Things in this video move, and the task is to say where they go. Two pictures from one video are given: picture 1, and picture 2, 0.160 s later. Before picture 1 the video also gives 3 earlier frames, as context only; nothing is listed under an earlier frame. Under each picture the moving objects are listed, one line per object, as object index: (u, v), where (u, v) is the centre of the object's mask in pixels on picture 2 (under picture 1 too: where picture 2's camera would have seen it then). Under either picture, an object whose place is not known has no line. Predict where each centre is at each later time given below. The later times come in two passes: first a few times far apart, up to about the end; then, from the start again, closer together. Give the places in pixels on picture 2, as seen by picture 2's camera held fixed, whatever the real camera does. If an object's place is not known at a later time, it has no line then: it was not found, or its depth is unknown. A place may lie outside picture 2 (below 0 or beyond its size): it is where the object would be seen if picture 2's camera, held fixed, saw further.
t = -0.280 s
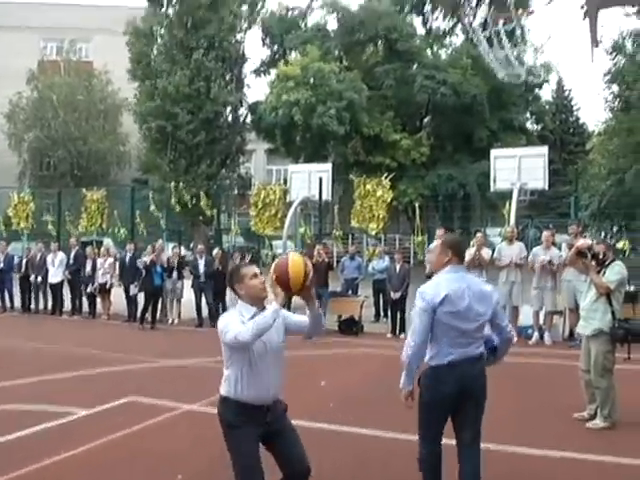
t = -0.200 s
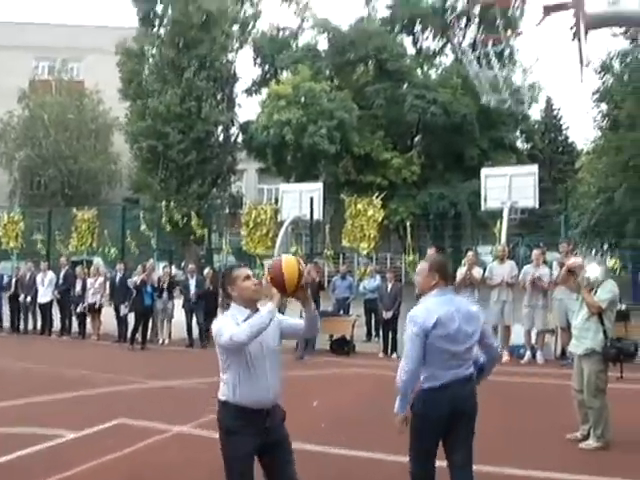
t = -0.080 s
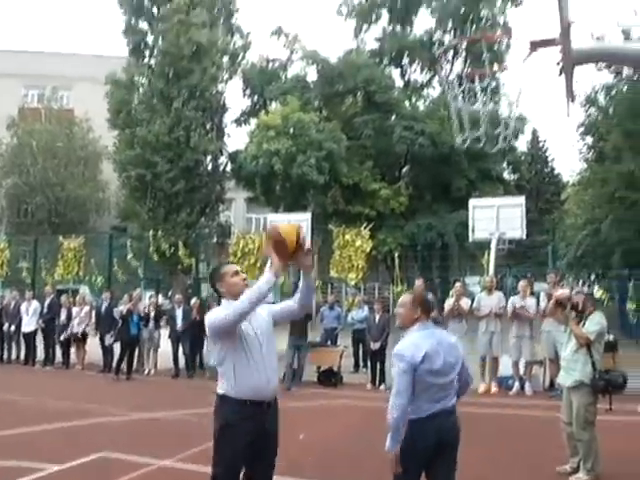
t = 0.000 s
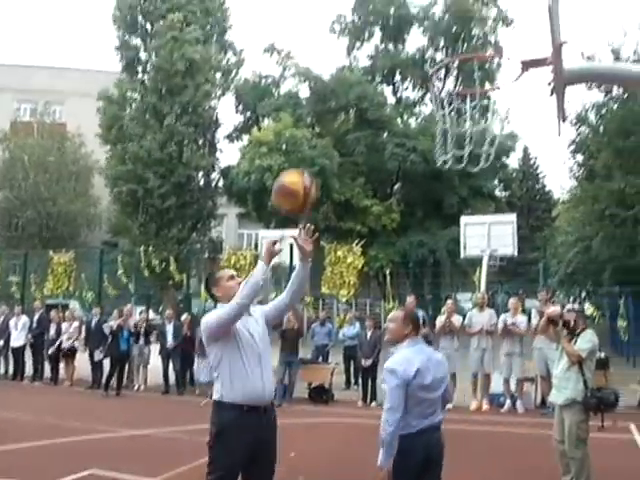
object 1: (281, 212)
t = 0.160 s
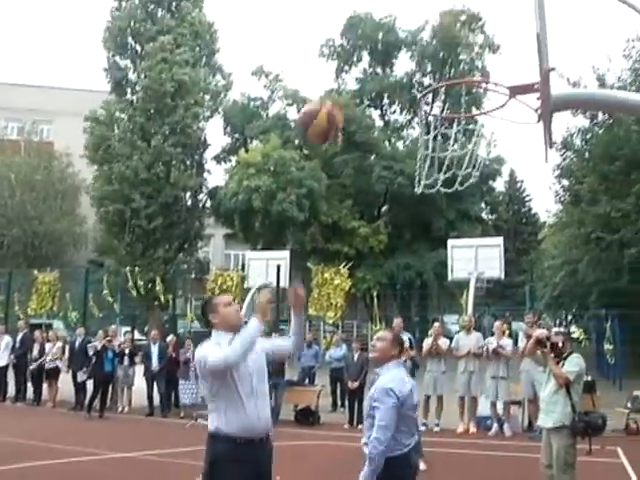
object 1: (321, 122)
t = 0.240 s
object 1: (339, 92)
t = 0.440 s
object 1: (387, 60)
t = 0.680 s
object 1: (444, 84)
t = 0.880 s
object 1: (487, 145)
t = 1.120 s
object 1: (493, 226)
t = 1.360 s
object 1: (493, 428)
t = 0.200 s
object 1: (331, 107)
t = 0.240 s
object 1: (339, 92)
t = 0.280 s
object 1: (349, 80)
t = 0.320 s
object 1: (358, 71)
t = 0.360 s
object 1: (368, 65)
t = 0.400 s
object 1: (377, 61)
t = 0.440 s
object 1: (387, 60)
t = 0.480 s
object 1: (398, 62)
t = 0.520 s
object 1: (407, 65)
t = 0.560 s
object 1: (418, 72)
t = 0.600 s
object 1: (427, 80)
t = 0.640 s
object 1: (437, 82)
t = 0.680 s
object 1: (444, 84)
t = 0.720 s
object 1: (452, 91)
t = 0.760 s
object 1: (462, 101)
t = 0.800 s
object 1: (469, 111)
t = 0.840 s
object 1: (478, 128)
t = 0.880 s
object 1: (487, 145)
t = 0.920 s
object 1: (490, 159)
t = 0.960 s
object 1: (491, 167)
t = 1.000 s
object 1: (492, 178)
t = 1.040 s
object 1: (493, 190)
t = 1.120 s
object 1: (493, 226)
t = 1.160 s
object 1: (495, 250)
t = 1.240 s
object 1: (496, 307)
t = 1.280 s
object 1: (496, 344)
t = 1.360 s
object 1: (493, 428)
